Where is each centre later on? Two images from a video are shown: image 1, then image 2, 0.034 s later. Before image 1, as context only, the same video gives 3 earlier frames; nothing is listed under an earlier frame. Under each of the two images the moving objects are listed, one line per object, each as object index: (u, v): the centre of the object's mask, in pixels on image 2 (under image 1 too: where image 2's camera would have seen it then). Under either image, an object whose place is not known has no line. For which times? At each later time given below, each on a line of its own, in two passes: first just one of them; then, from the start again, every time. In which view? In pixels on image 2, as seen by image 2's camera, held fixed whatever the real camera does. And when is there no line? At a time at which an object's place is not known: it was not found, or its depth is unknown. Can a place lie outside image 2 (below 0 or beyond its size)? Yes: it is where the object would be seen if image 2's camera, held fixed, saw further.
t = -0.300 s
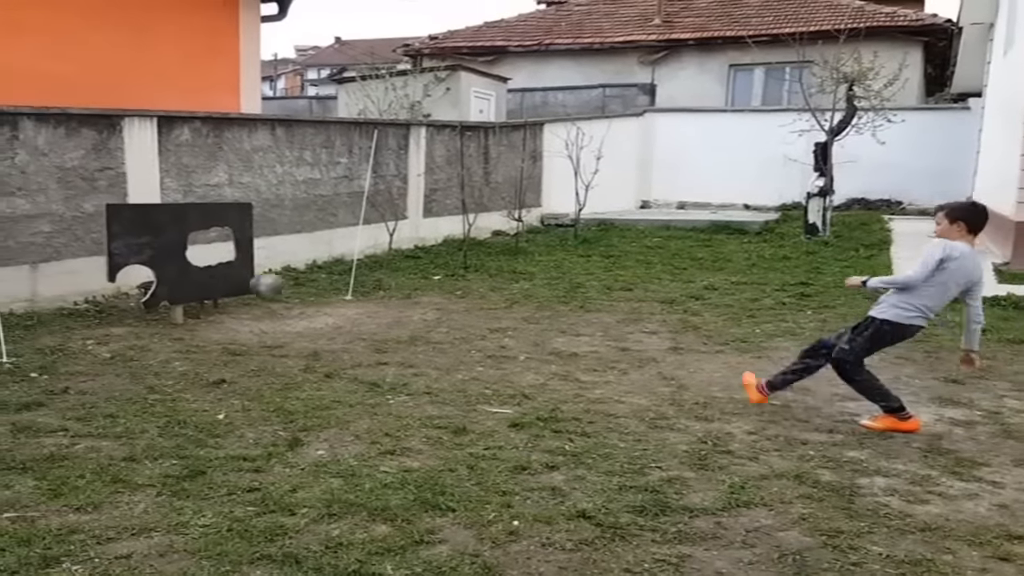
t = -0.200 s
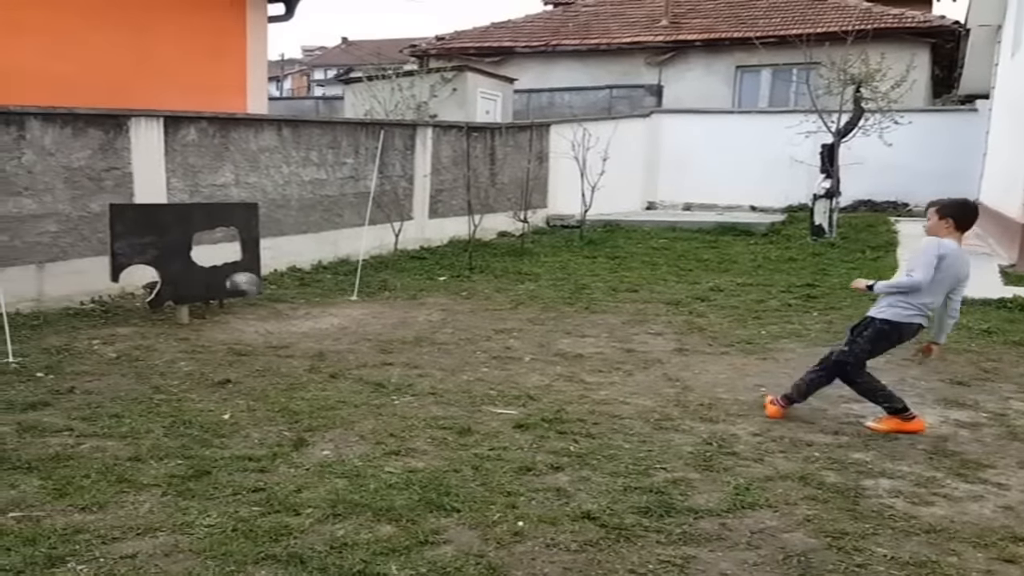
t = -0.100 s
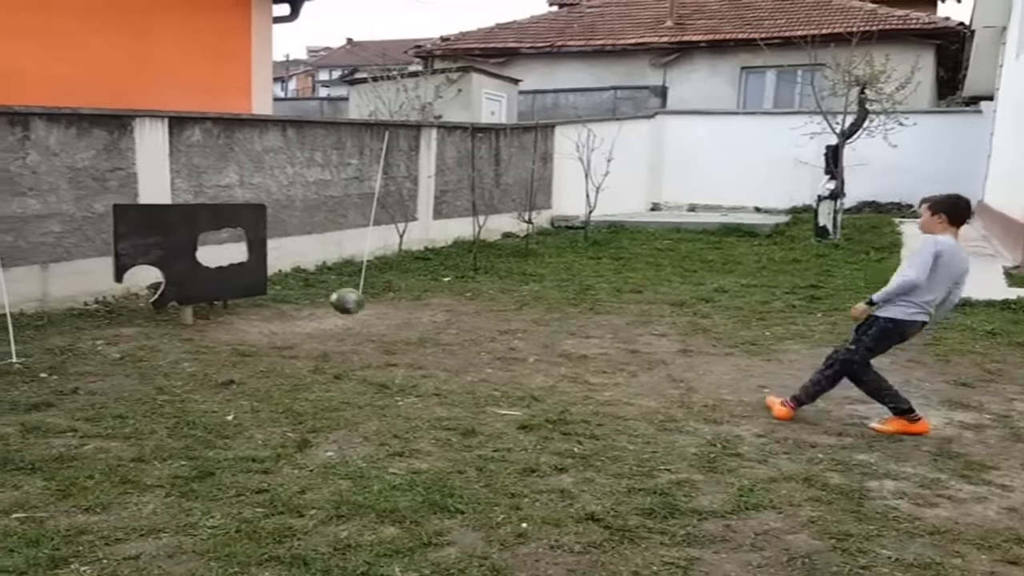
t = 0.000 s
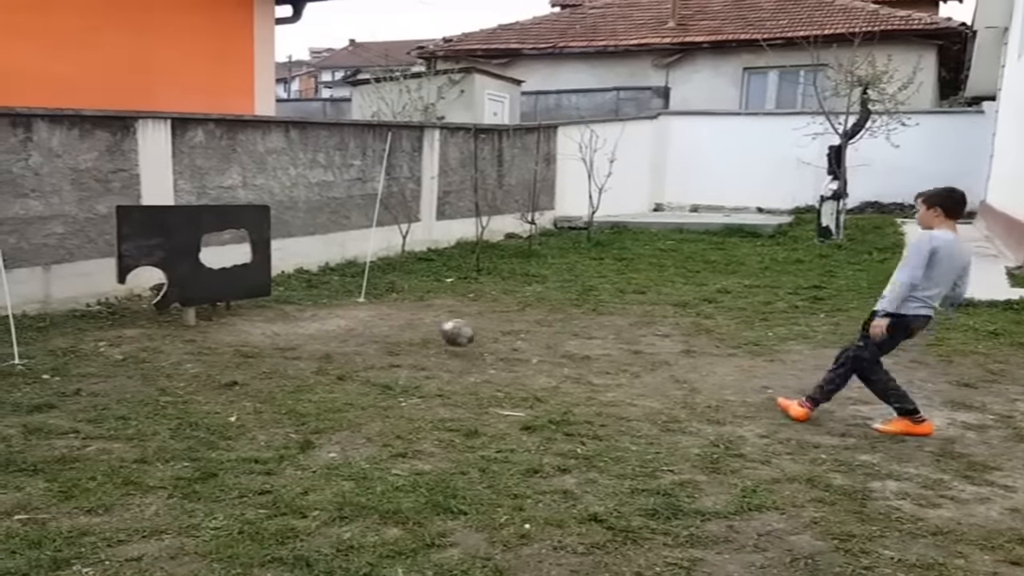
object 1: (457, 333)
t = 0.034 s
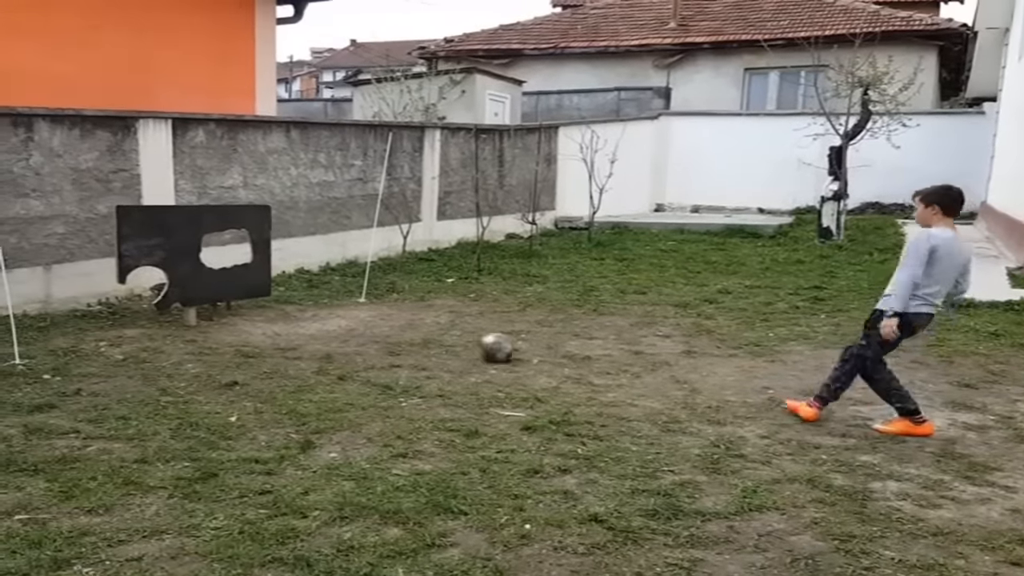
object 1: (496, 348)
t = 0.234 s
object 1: (640, 339)
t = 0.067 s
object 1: (522, 349)
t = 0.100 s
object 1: (544, 342)
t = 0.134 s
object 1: (569, 339)
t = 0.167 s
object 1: (593, 338)
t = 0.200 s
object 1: (616, 337)
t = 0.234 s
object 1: (640, 339)
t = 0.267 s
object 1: (667, 340)
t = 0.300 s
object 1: (693, 346)
